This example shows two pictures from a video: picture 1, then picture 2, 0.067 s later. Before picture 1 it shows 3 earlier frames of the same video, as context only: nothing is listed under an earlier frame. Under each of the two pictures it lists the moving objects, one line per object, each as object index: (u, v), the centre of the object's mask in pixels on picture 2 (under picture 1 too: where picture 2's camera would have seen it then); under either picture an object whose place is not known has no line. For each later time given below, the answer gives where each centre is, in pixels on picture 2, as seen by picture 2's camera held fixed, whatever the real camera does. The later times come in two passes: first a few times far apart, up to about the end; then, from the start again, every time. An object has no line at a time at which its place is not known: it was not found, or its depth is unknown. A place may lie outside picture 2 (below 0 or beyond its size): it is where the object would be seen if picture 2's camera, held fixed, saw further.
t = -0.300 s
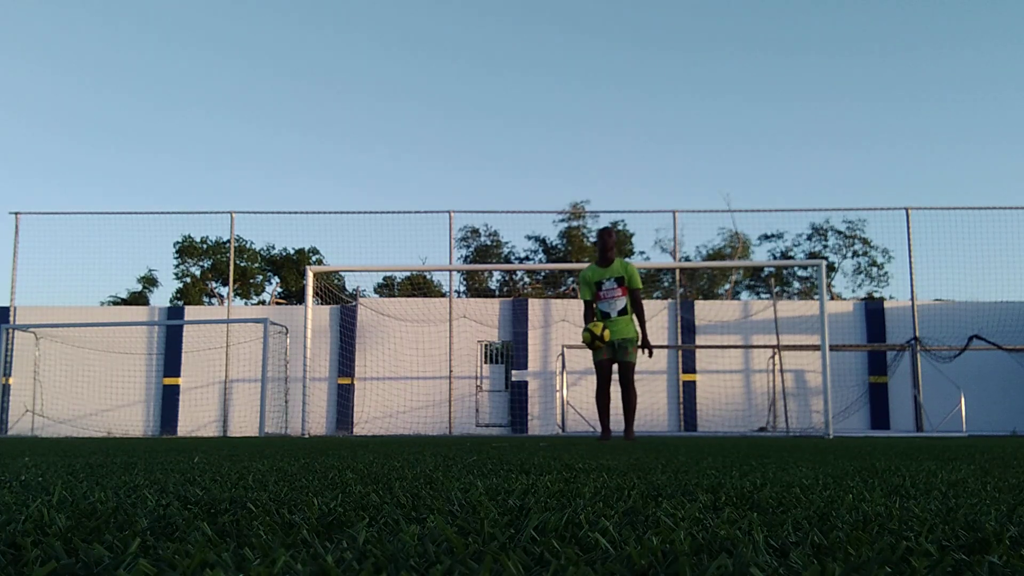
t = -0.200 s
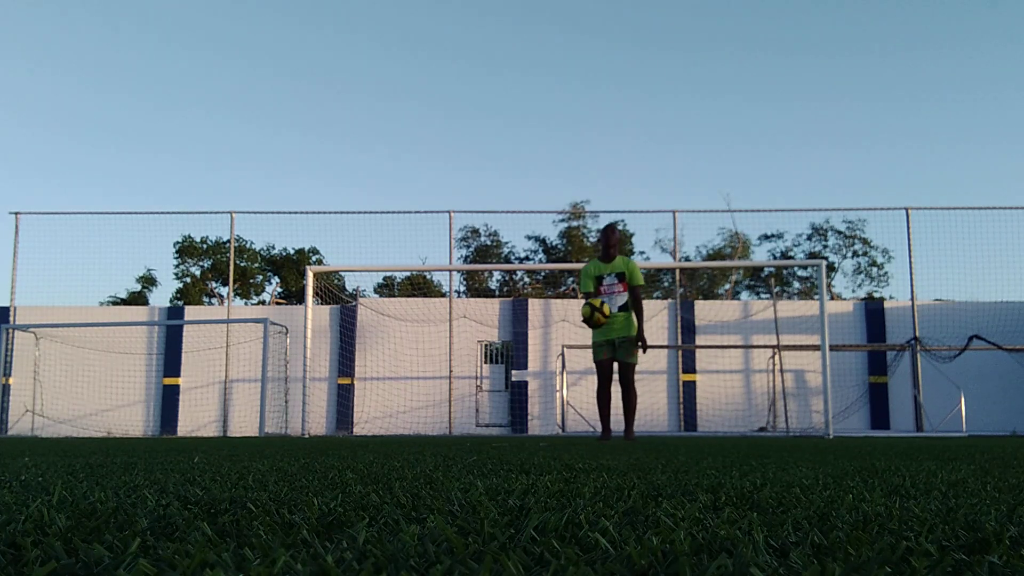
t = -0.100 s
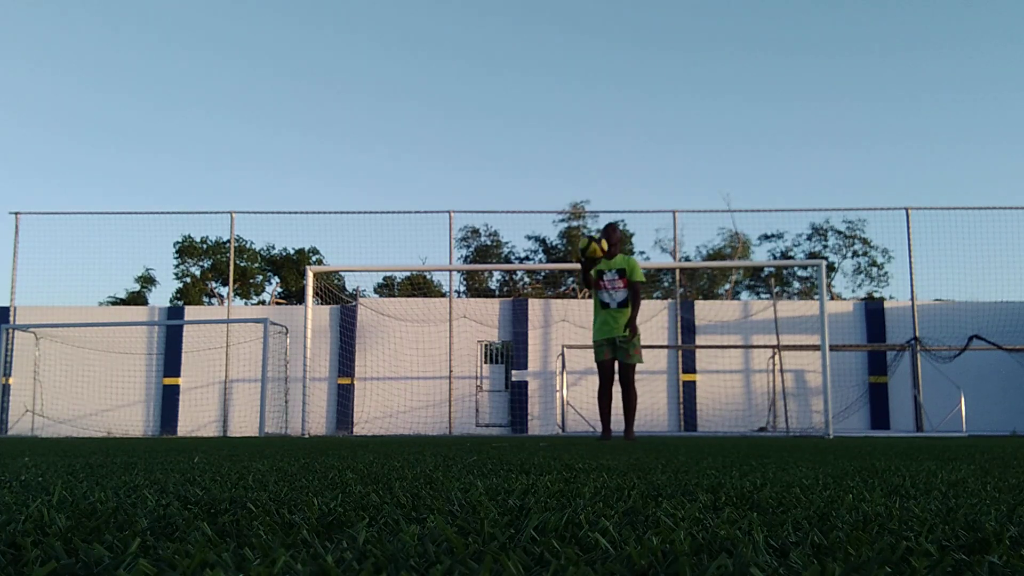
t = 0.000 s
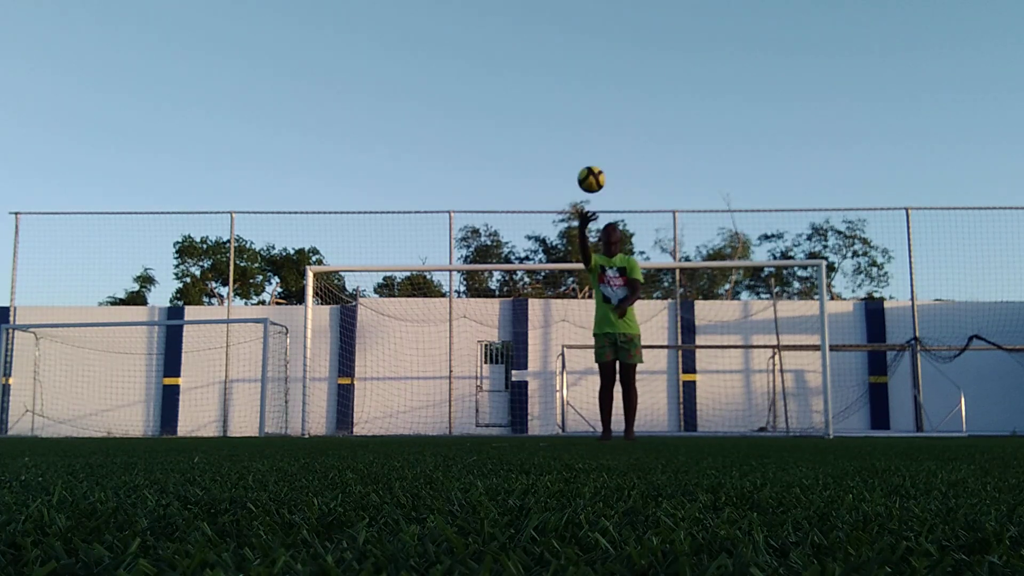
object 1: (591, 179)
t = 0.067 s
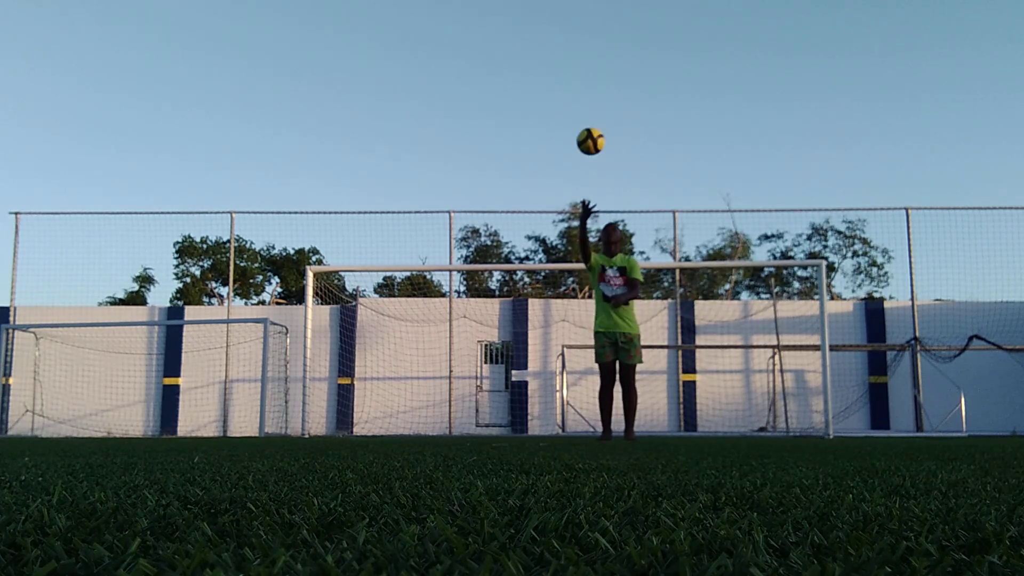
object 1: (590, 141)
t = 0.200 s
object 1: (590, 82)
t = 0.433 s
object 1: (589, 31)
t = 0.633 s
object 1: (589, 44)
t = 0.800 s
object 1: (590, 97)
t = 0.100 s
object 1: (590, 124)
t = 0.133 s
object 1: (590, 109)
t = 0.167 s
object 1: (590, 94)
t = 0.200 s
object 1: (590, 82)
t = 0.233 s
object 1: (589, 70)
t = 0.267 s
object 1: (589, 60)
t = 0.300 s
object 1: (589, 52)
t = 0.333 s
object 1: (589, 44)
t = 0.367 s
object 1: (589, 39)
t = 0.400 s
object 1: (589, 34)
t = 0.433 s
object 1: (589, 31)
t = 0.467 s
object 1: (589, 30)
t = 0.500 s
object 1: (589, 30)
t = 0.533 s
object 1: (589, 31)
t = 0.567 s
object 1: (589, 34)
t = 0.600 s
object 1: (589, 38)
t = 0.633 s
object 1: (589, 44)
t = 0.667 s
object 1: (589, 52)
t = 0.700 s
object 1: (589, 61)
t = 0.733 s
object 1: (589, 71)
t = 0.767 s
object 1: (590, 83)
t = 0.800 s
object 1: (590, 97)
